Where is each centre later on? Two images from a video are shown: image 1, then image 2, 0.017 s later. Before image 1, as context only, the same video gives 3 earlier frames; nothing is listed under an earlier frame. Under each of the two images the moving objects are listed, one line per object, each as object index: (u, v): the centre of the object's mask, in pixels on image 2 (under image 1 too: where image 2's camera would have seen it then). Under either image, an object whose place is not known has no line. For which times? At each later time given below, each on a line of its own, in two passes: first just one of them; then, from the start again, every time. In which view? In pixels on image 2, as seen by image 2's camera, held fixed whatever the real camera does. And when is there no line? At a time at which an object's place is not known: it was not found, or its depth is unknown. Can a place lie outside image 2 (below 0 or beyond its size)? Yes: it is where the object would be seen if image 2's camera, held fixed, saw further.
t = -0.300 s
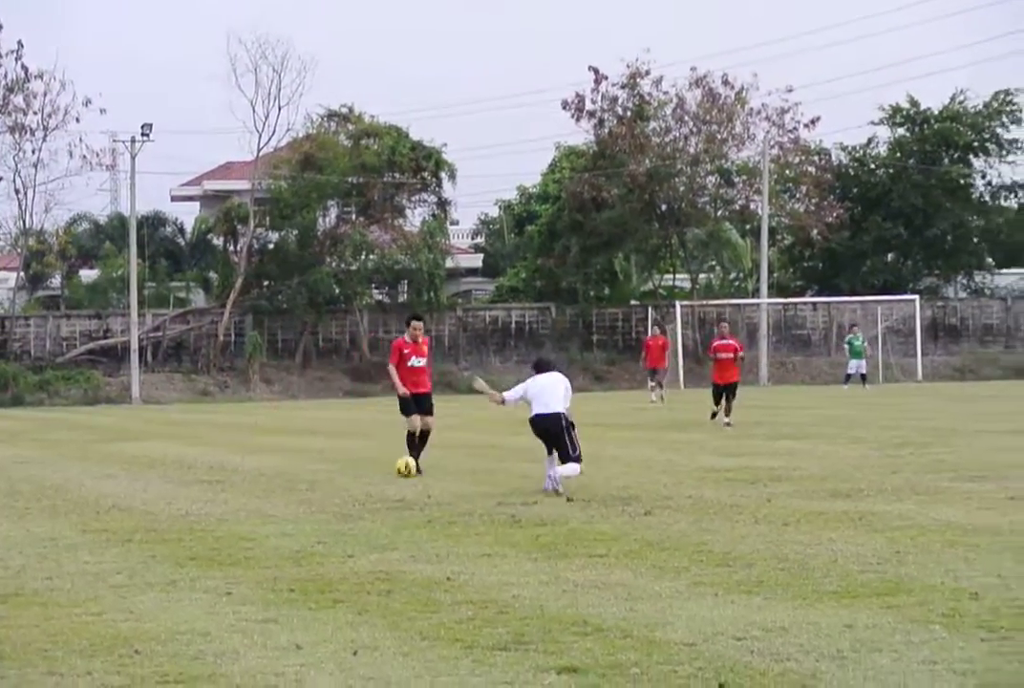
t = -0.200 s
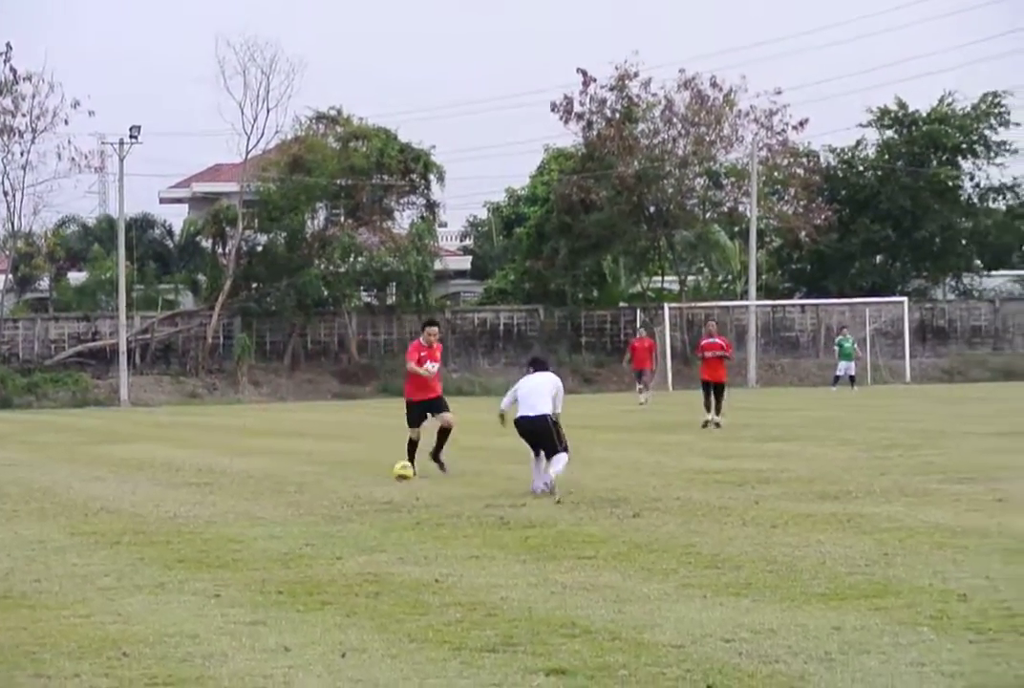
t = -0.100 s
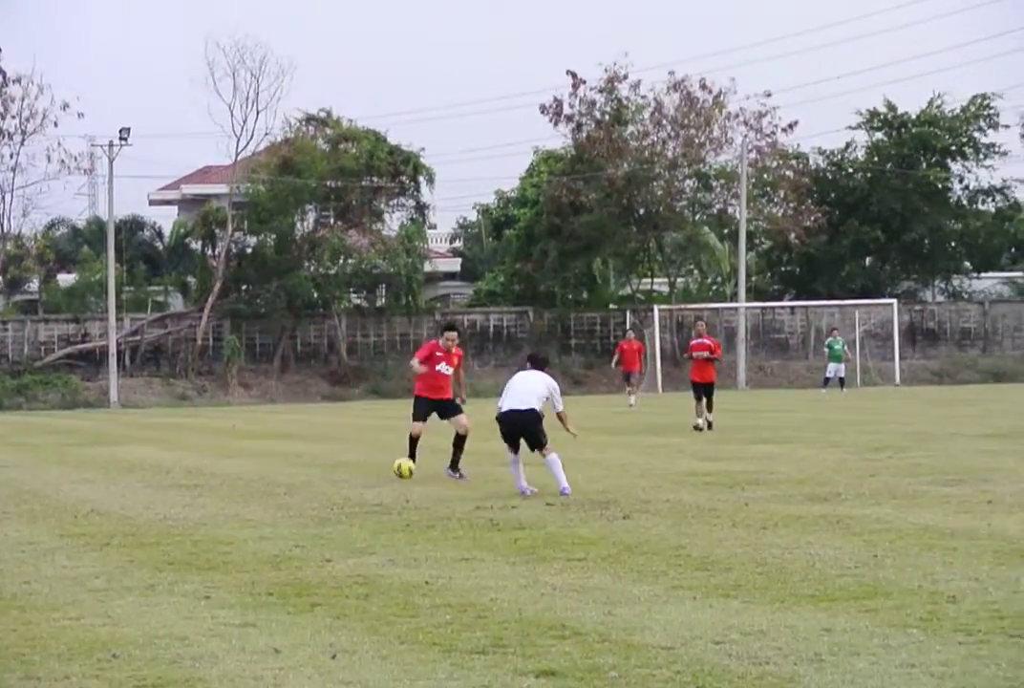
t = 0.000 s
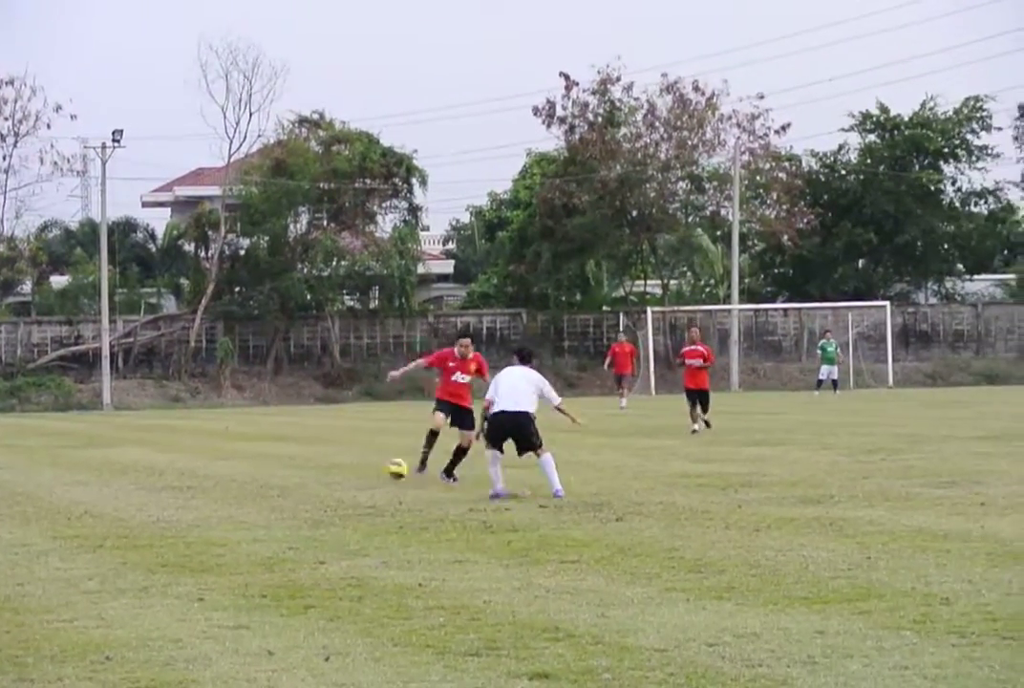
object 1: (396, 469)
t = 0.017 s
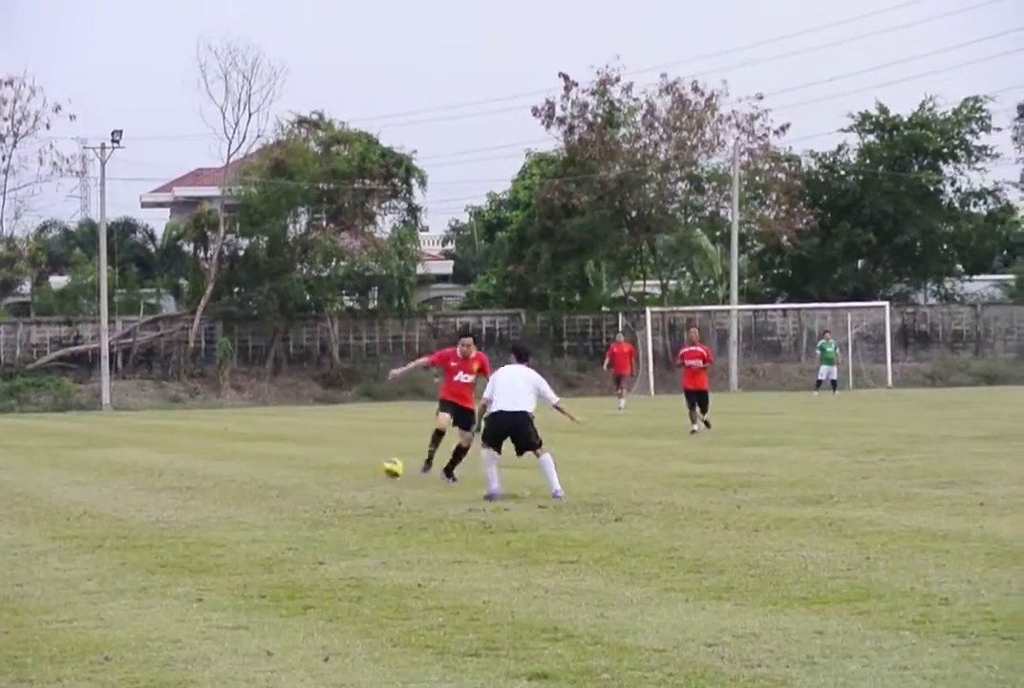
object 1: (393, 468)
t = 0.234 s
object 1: (340, 476)
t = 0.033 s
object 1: (388, 467)
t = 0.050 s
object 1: (386, 467)
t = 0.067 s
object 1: (382, 466)
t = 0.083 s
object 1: (379, 466)
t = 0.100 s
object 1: (374, 466)
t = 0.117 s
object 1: (369, 466)
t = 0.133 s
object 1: (363, 468)
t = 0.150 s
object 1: (361, 468)
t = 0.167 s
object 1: (357, 469)
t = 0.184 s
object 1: (353, 469)
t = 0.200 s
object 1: (350, 470)
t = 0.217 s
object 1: (345, 473)
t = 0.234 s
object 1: (340, 476)
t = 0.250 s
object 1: (335, 479)
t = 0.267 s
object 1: (331, 480)
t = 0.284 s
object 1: (327, 484)
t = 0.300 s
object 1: (321, 488)
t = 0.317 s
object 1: (317, 492)
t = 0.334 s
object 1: (312, 496)
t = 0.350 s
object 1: (307, 499)
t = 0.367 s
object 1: (302, 504)
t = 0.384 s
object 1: (297, 510)
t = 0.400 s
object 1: (292, 515)
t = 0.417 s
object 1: (286, 519)
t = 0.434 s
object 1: (282, 518)
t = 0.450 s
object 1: (278, 515)
